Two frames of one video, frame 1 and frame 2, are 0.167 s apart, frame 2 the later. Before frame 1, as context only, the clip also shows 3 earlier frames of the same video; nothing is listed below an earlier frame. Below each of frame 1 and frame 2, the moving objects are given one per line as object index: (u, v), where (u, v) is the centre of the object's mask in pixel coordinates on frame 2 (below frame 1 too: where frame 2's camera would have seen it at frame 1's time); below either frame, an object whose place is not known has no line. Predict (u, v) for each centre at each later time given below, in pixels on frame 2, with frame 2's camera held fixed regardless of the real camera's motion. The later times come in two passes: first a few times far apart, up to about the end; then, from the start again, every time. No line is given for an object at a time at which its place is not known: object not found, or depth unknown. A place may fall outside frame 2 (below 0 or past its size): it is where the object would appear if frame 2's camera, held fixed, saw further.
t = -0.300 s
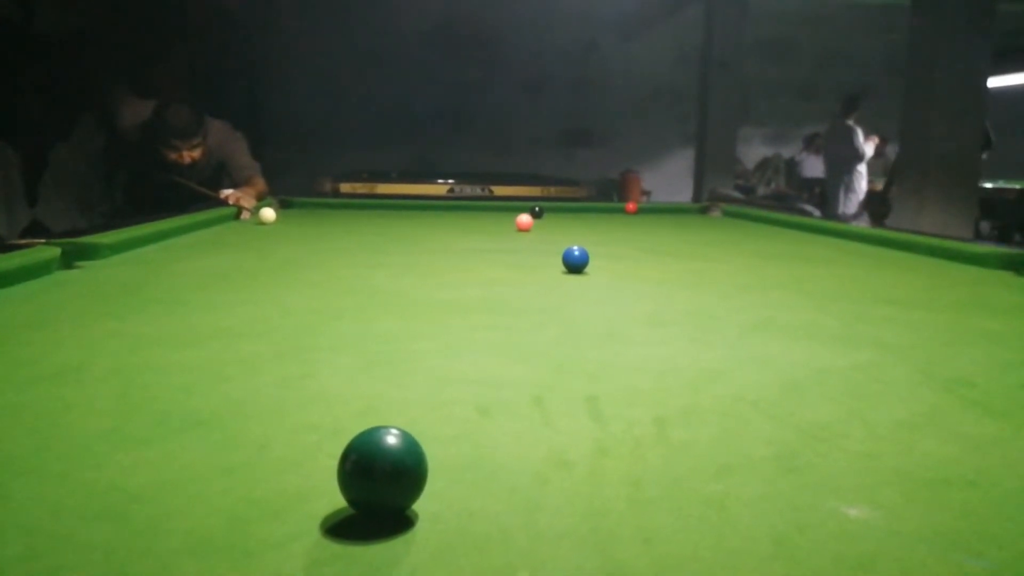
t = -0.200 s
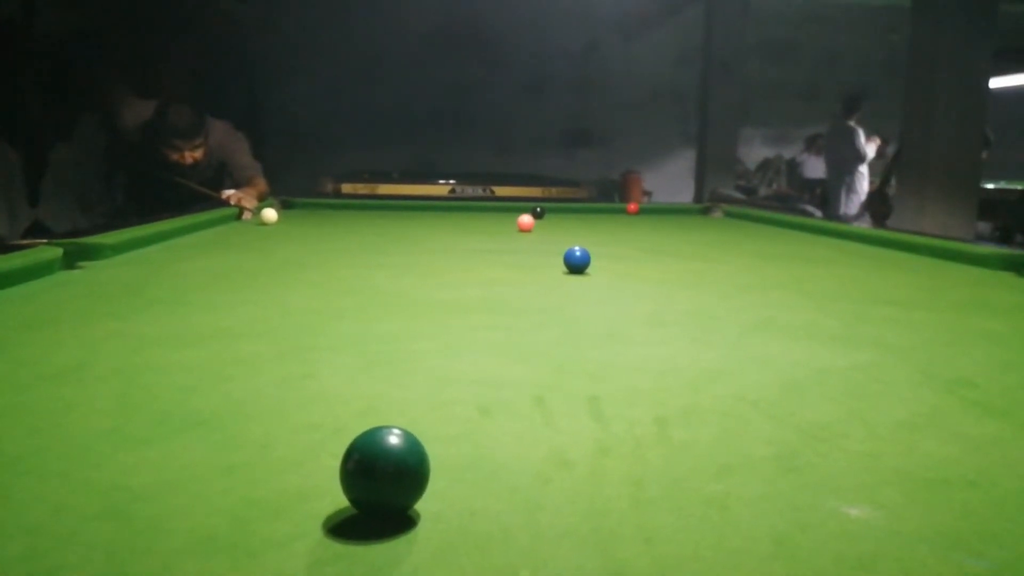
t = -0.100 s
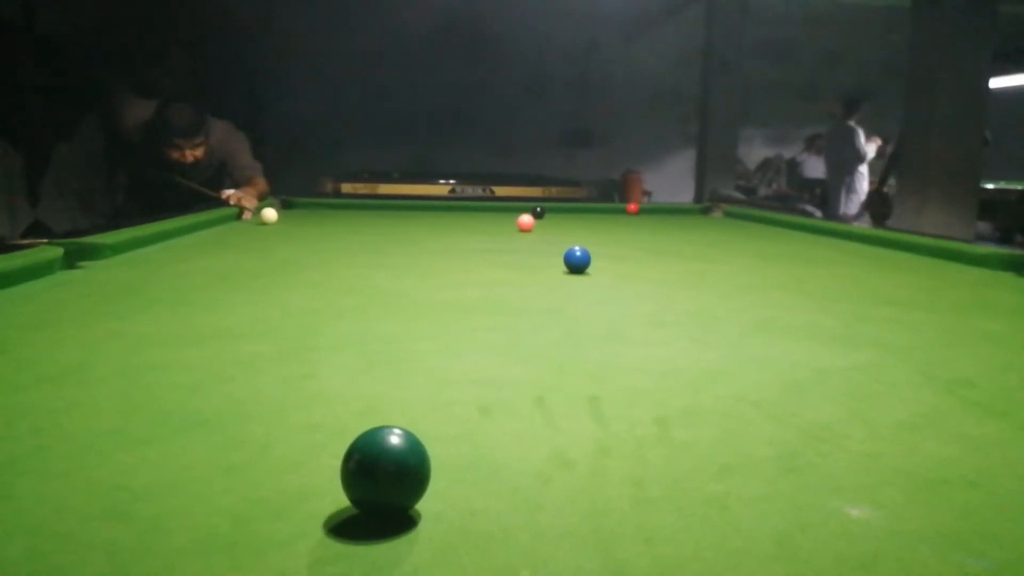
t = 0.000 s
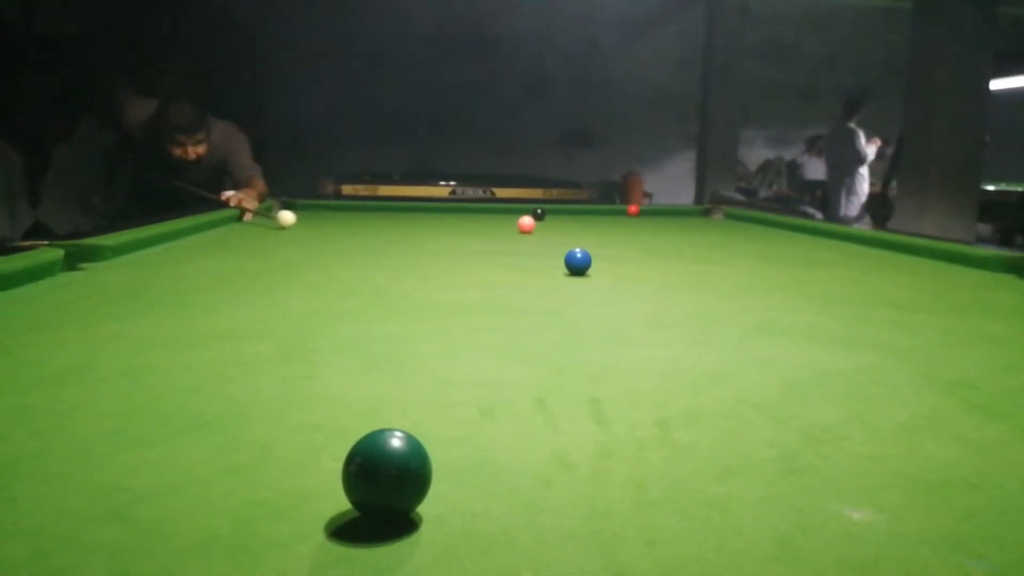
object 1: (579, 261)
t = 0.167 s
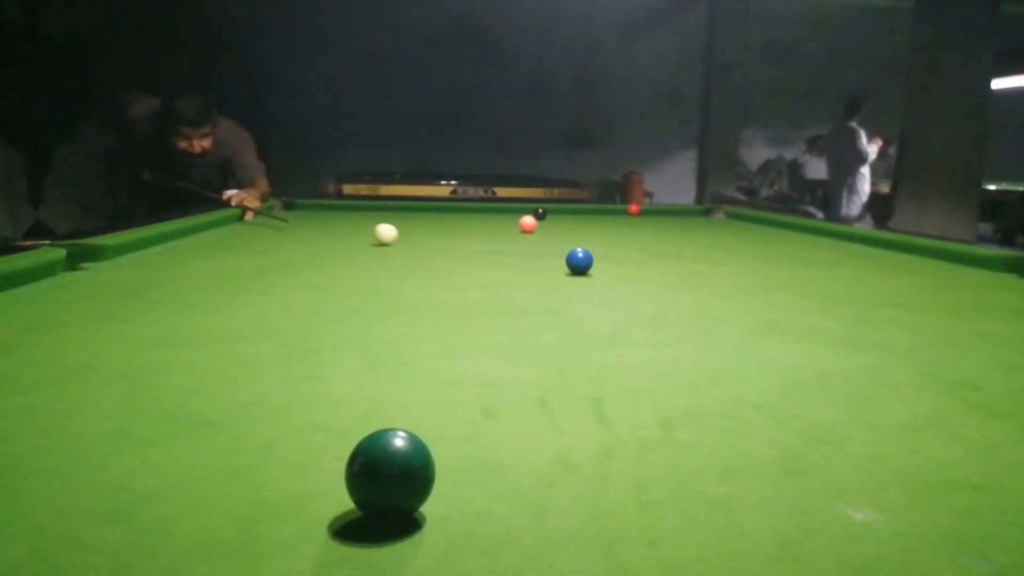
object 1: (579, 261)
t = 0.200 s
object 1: (579, 261)
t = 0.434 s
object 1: (628, 262)
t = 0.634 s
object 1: (771, 266)
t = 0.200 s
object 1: (579, 261)
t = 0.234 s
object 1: (579, 261)
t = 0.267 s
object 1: (579, 261)
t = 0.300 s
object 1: (579, 261)
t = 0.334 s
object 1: (579, 261)
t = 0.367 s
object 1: (579, 262)
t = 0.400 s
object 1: (599, 261)
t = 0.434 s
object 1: (628, 262)
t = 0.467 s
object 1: (655, 263)
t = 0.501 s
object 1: (680, 264)
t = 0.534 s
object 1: (703, 264)
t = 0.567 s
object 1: (726, 265)
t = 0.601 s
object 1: (748, 266)
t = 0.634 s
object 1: (771, 266)
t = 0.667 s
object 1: (794, 267)
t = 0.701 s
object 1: (817, 268)
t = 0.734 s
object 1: (839, 268)
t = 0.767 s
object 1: (862, 269)
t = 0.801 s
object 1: (885, 269)
